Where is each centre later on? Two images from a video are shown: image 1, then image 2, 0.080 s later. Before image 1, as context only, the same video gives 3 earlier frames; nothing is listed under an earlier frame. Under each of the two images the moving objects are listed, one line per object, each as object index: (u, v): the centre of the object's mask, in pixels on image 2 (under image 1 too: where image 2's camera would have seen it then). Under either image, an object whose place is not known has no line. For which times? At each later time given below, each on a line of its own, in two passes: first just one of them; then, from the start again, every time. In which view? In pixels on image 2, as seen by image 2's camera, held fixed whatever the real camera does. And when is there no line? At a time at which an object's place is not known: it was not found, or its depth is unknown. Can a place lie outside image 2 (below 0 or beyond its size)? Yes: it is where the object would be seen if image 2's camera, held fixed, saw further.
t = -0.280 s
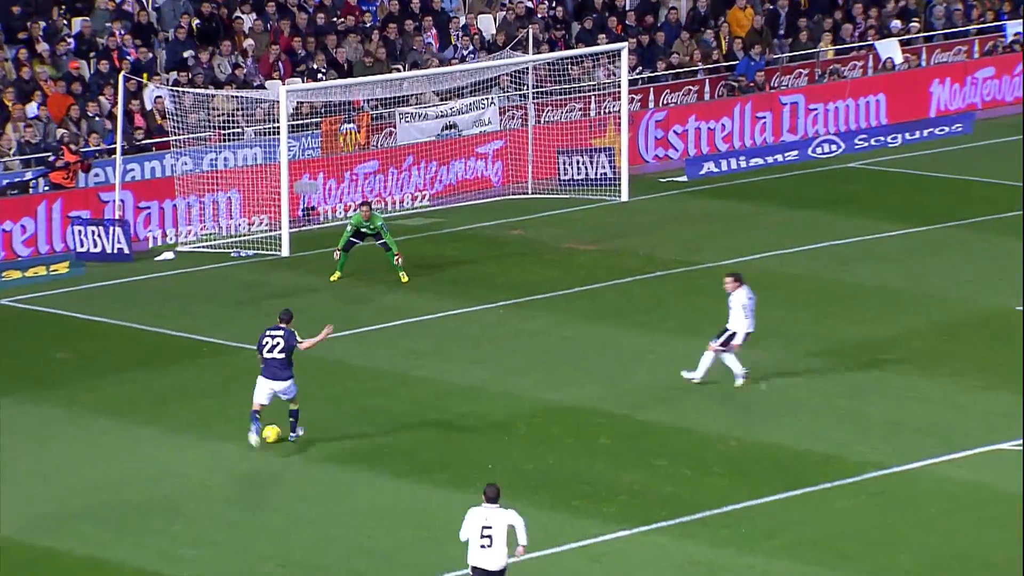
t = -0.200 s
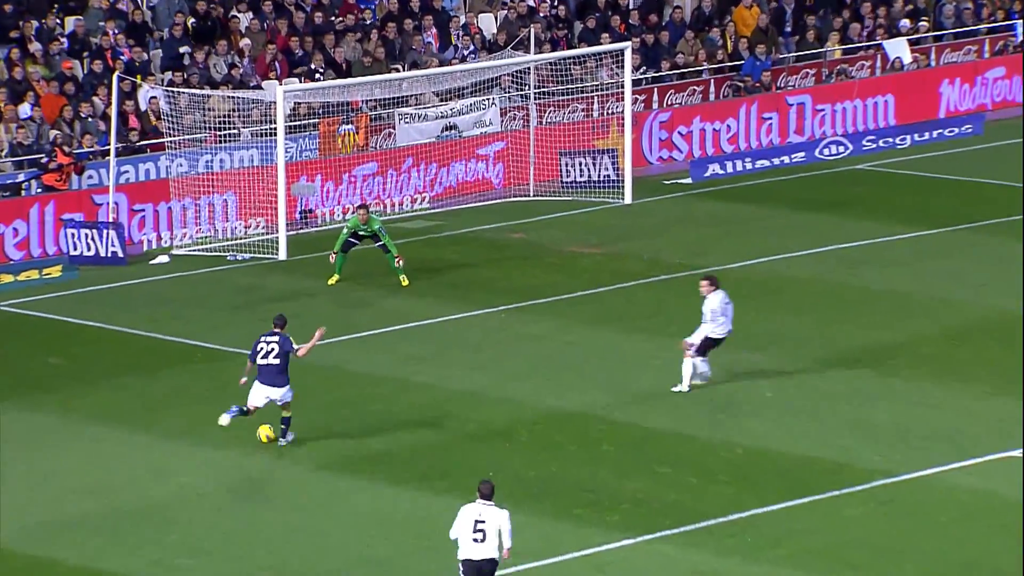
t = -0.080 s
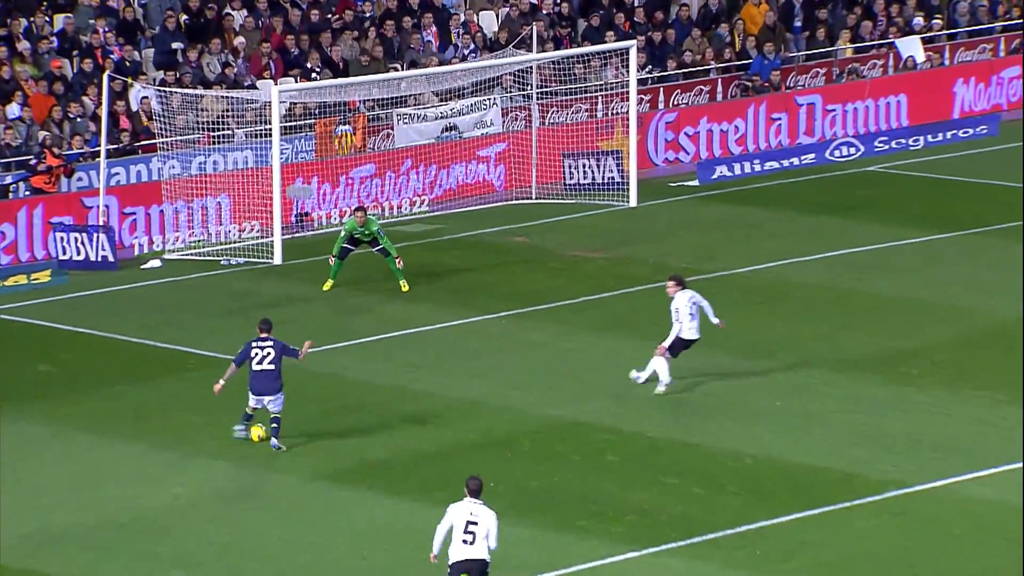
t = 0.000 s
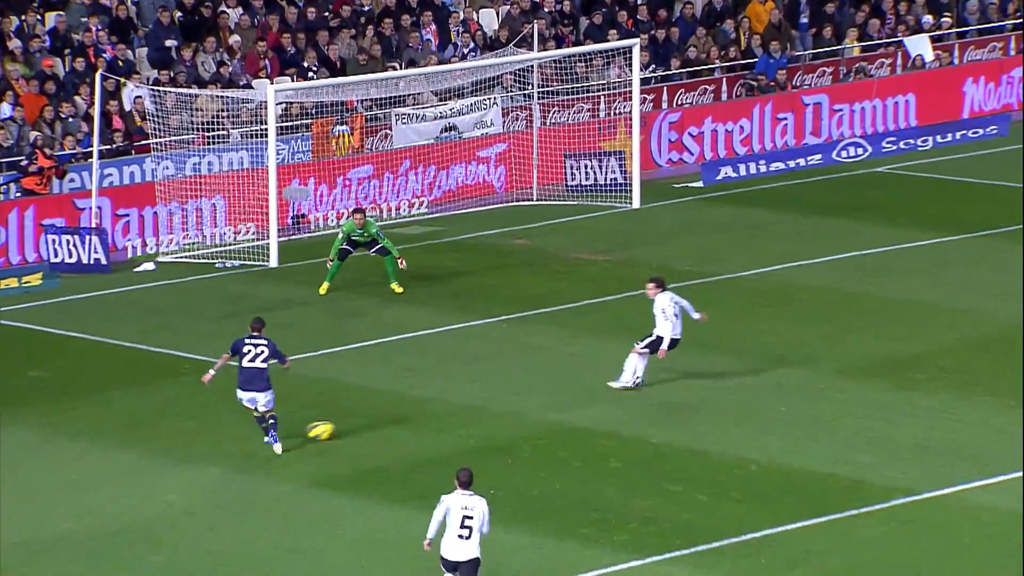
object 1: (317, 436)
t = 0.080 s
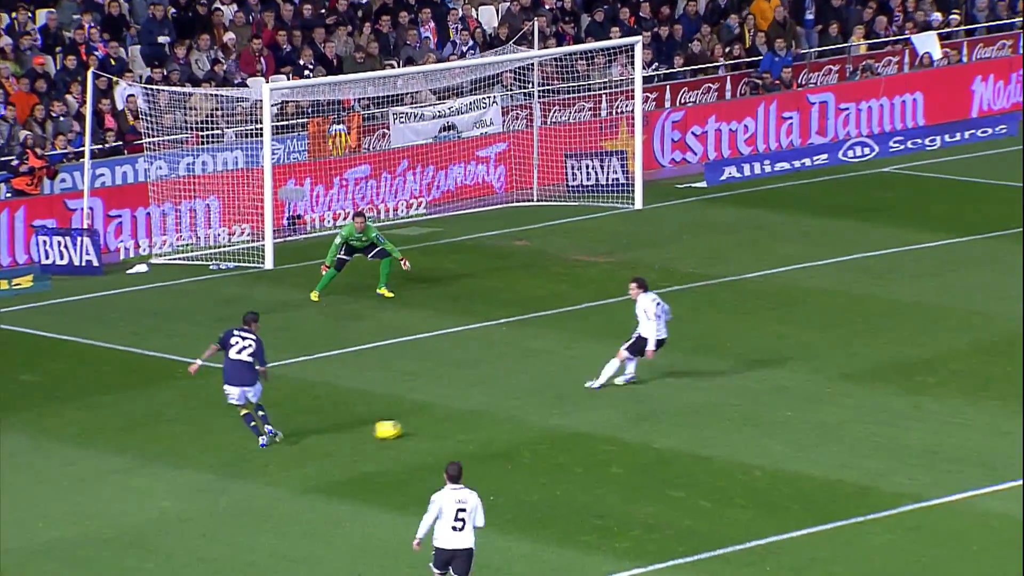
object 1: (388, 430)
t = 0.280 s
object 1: (545, 414)
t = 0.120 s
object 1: (421, 426)
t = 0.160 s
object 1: (453, 423)
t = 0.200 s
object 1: (485, 420)
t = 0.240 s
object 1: (515, 417)
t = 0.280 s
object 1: (545, 414)
